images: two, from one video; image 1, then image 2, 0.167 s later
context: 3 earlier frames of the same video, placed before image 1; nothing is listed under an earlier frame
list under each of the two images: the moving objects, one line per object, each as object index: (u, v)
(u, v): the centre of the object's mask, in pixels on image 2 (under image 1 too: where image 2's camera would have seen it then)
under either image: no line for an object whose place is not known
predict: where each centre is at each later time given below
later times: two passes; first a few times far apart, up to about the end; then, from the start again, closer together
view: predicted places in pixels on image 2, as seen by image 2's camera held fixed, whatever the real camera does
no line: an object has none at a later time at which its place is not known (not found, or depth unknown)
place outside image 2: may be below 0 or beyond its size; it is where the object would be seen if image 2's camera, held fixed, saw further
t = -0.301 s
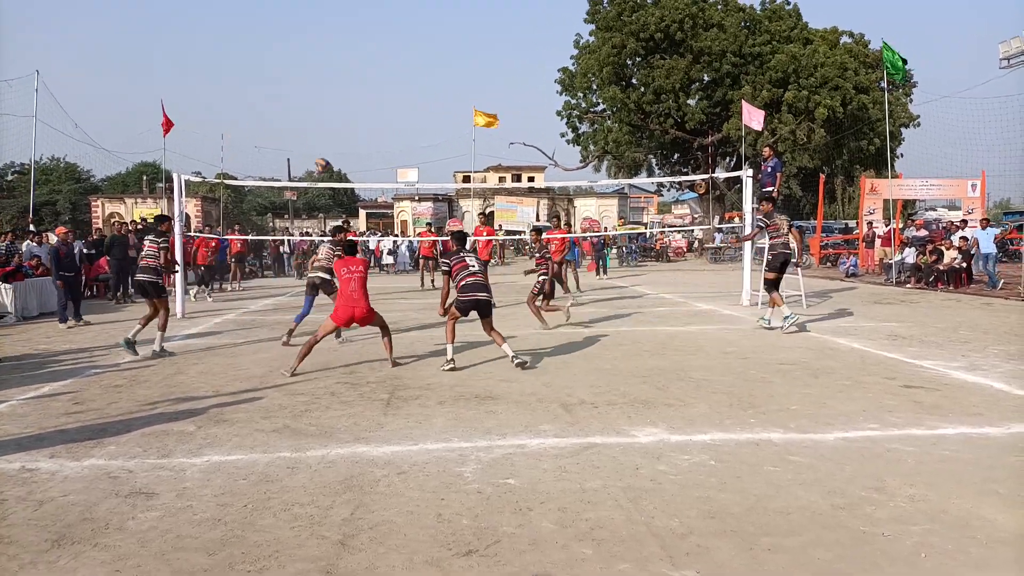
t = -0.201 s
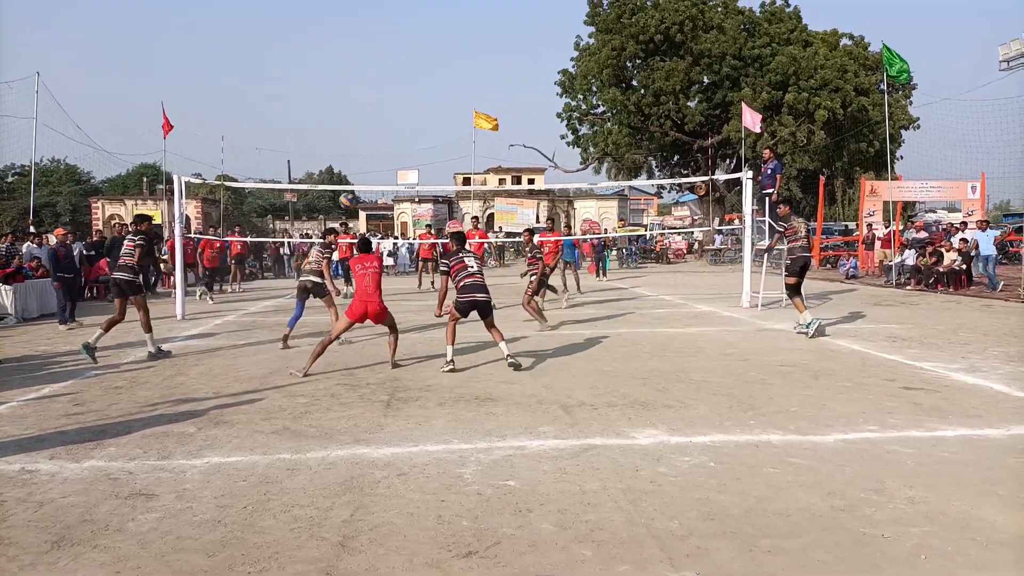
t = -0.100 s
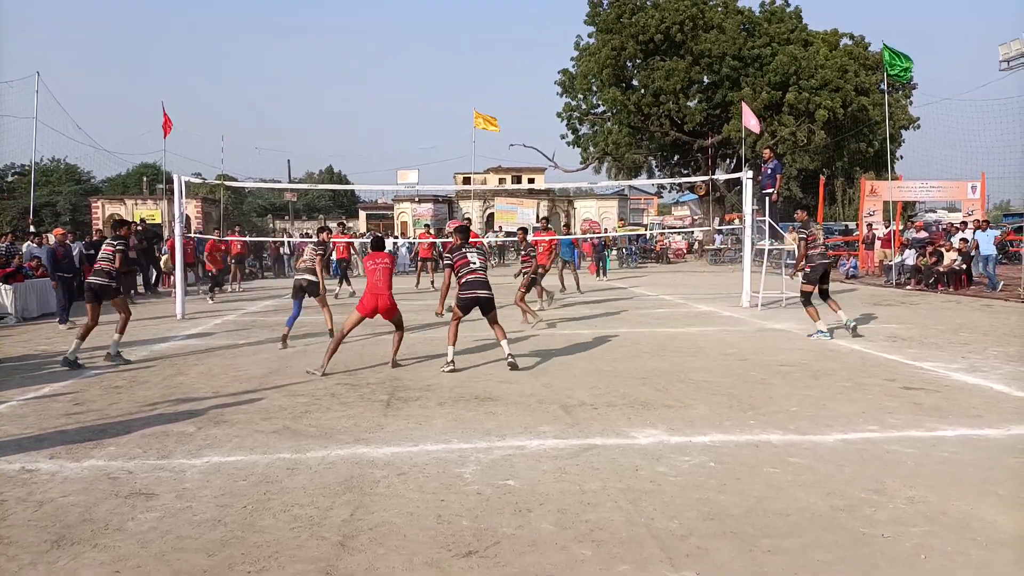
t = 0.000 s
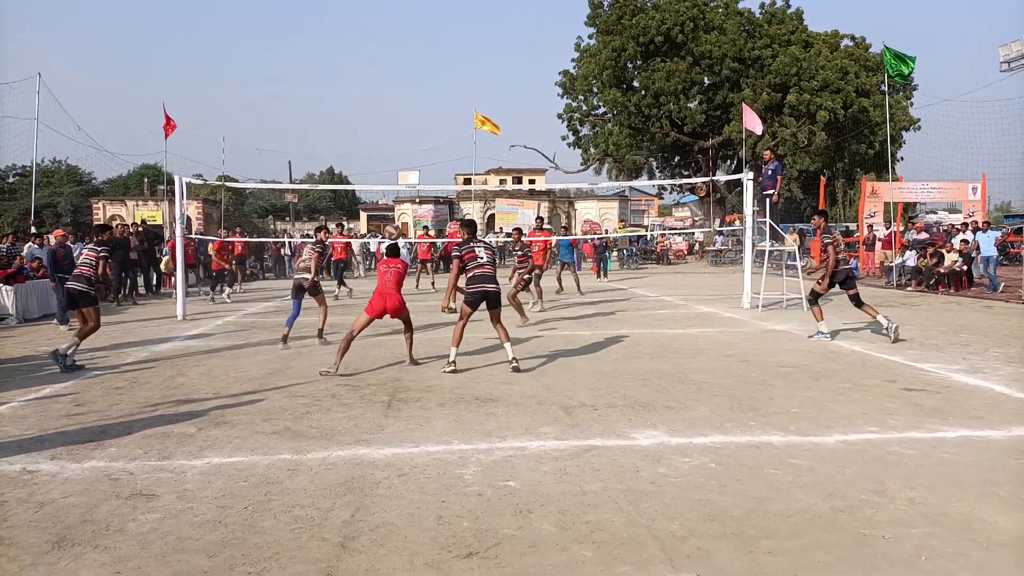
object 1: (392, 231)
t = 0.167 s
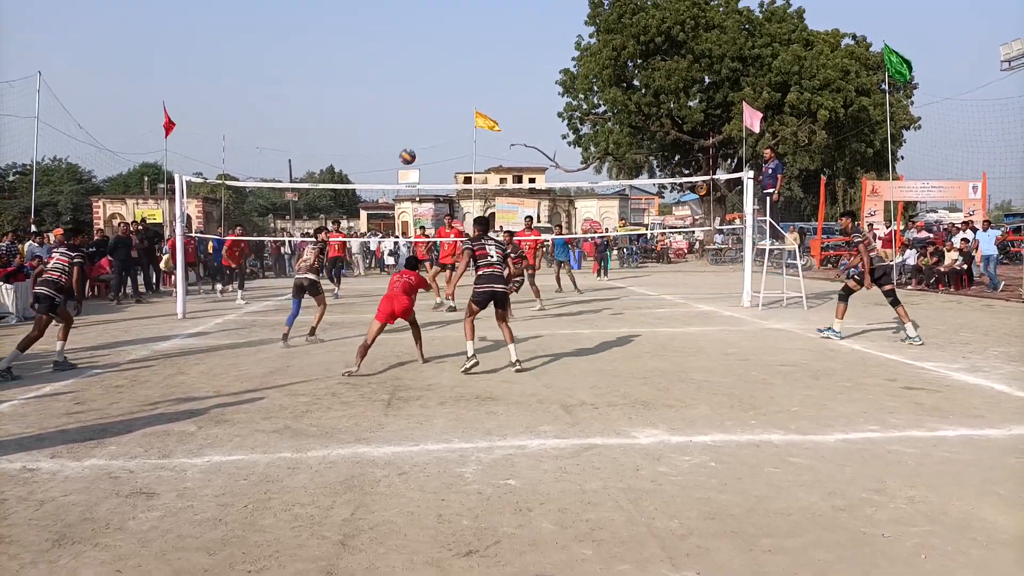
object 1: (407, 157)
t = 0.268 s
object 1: (415, 125)
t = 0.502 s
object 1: (434, 84)
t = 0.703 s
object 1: (449, 83)
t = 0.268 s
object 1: (415, 125)
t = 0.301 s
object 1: (418, 116)
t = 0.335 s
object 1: (421, 108)
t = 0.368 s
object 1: (423, 101)
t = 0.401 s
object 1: (426, 96)
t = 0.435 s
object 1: (428, 91)
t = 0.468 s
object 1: (431, 87)
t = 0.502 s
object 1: (434, 84)
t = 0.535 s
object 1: (436, 82)
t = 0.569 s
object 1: (439, 81)
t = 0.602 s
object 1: (442, 80)
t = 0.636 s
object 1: (444, 80)
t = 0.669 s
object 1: (446, 81)
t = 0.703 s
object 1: (449, 83)
